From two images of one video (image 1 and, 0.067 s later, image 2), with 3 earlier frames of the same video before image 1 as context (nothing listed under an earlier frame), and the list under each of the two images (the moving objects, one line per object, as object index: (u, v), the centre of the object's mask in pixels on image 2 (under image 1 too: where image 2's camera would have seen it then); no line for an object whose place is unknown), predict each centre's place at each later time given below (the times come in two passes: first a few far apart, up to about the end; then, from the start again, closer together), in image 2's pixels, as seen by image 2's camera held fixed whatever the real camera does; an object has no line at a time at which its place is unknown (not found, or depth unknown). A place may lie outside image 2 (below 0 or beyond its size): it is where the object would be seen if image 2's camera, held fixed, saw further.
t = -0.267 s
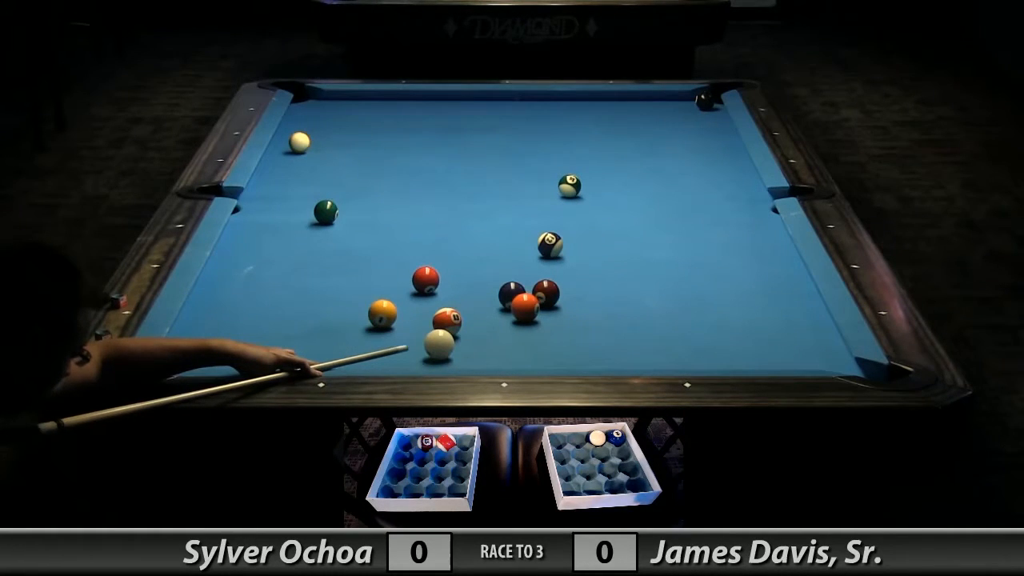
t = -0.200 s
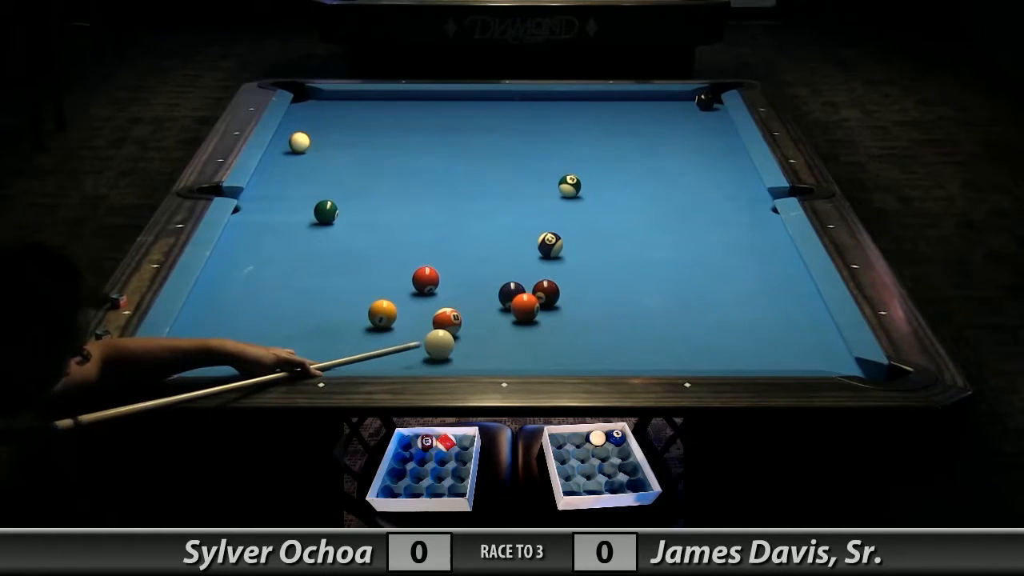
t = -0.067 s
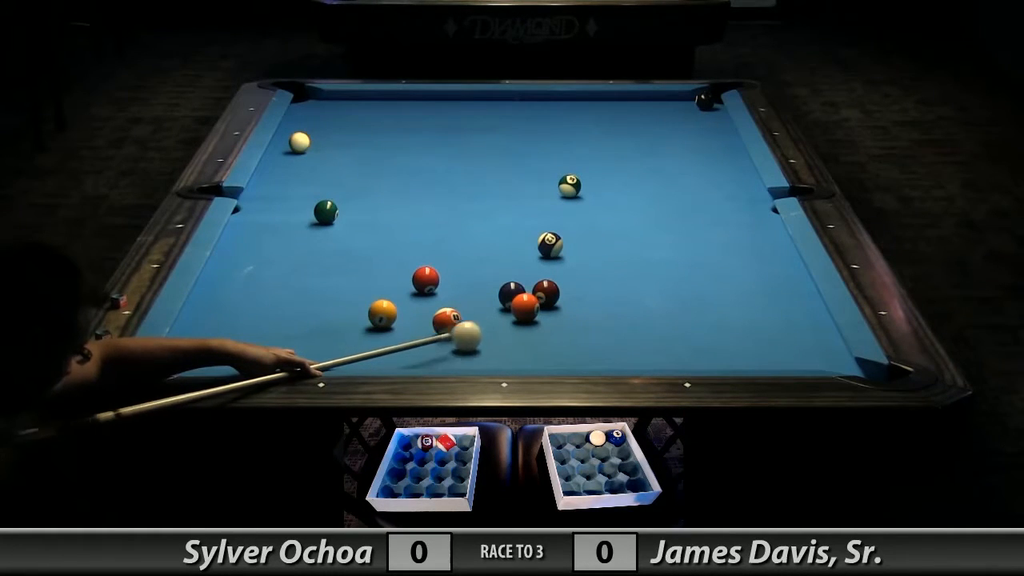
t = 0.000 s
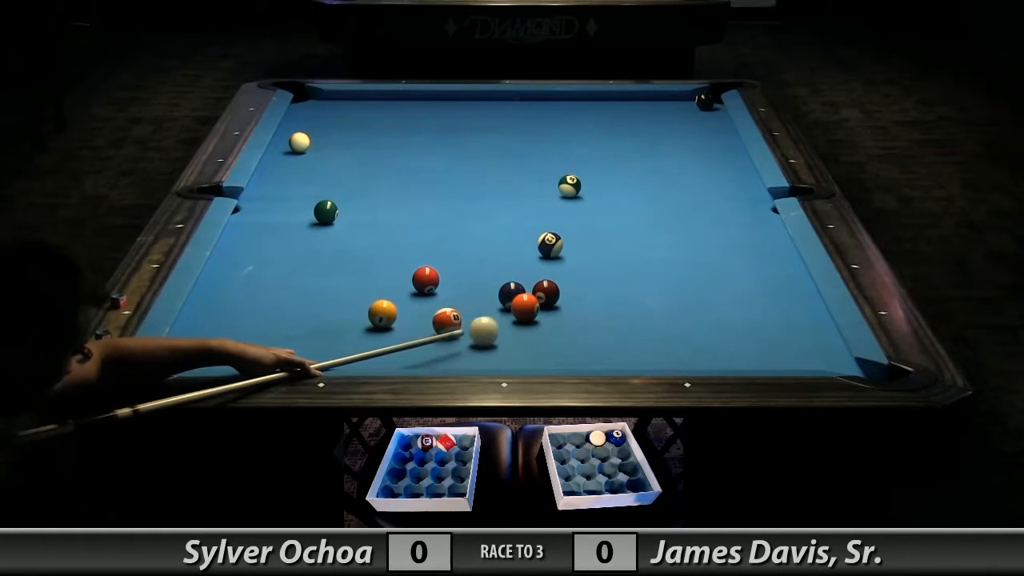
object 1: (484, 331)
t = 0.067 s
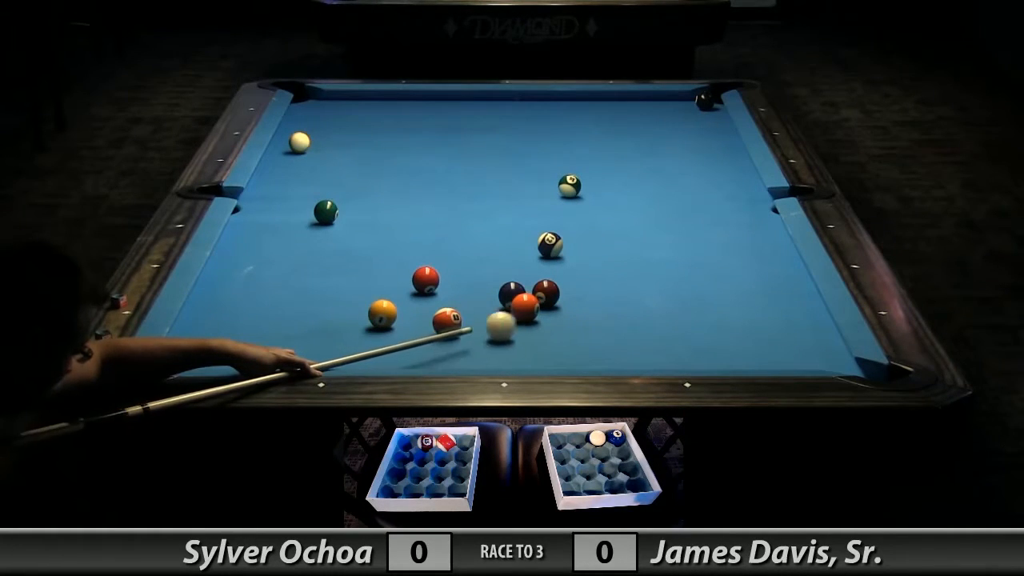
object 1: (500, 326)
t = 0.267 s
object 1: (549, 314)
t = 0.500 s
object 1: (606, 305)
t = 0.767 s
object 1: (666, 296)
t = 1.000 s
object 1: (715, 288)
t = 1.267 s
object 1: (768, 280)
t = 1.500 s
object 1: (788, 275)
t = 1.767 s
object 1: (755, 270)
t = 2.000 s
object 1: (729, 267)
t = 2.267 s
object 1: (702, 263)
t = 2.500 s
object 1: (681, 260)
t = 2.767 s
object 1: (659, 257)
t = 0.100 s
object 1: (509, 324)
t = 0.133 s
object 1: (517, 321)
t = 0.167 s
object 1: (524, 319)
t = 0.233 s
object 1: (540, 316)
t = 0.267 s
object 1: (549, 314)
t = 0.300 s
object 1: (557, 313)
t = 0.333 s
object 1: (565, 312)
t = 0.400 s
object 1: (582, 309)
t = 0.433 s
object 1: (590, 307)
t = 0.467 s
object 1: (598, 306)
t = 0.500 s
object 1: (606, 305)
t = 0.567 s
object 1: (621, 303)
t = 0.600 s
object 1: (629, 302)
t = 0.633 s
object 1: (636, 301)
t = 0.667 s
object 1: (644, 300)
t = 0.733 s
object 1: (659, 297)
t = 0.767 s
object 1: (666, 296)
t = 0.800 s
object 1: (673, 294)
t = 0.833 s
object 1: (680, 294)
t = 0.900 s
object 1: (694, 291)
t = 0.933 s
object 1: (702, 291)
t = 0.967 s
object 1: (708, 289)
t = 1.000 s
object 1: (715, 288)
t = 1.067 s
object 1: (729, 286)
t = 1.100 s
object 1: (735, 285)
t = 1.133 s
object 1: (742, 284)
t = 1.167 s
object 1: (748, 283)
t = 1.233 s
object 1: (761, 281)
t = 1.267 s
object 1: (768, 280)
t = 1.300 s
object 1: (774, 279)
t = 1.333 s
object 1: (780, 279)
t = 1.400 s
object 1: (792, 277)
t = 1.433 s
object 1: (797, 276)
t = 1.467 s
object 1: (792, 275)
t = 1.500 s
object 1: (788, 275)
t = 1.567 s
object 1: (780, 273)
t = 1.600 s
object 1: (775, 273)
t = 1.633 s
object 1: (771, 272)
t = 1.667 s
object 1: (767, 272)
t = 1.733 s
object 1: (759, 271)
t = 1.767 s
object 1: (755, 270)
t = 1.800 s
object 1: (751, 270)
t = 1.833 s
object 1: (747, 269)
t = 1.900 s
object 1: (740, 268)
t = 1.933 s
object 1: (736, 268)
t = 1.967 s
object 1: (733, 267)
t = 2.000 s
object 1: (729, 267)
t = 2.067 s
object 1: (722, 266)
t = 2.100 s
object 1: (719, 266)
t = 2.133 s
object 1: (715, 265)
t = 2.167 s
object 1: (712, 265)
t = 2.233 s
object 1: (705, 264)
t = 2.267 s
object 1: (702, 263)
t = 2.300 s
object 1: (699, 263)
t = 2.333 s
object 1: (696, 262)
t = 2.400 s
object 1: (690, 261)
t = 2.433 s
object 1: (687, 261)
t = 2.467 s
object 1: (684, 261)
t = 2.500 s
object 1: (681, 260)
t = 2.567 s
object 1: (675, 260)
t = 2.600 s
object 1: (672, 259)
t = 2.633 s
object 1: (670, 259)
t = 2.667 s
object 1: (667, 258)
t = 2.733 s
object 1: (661, 257)
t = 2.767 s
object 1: (659, 257)
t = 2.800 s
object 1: (656, 257)
